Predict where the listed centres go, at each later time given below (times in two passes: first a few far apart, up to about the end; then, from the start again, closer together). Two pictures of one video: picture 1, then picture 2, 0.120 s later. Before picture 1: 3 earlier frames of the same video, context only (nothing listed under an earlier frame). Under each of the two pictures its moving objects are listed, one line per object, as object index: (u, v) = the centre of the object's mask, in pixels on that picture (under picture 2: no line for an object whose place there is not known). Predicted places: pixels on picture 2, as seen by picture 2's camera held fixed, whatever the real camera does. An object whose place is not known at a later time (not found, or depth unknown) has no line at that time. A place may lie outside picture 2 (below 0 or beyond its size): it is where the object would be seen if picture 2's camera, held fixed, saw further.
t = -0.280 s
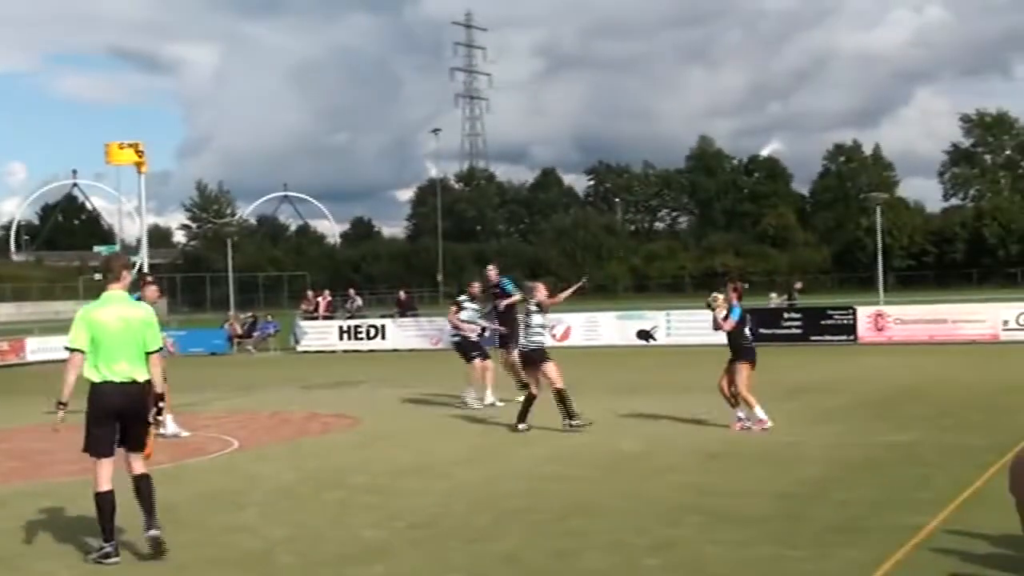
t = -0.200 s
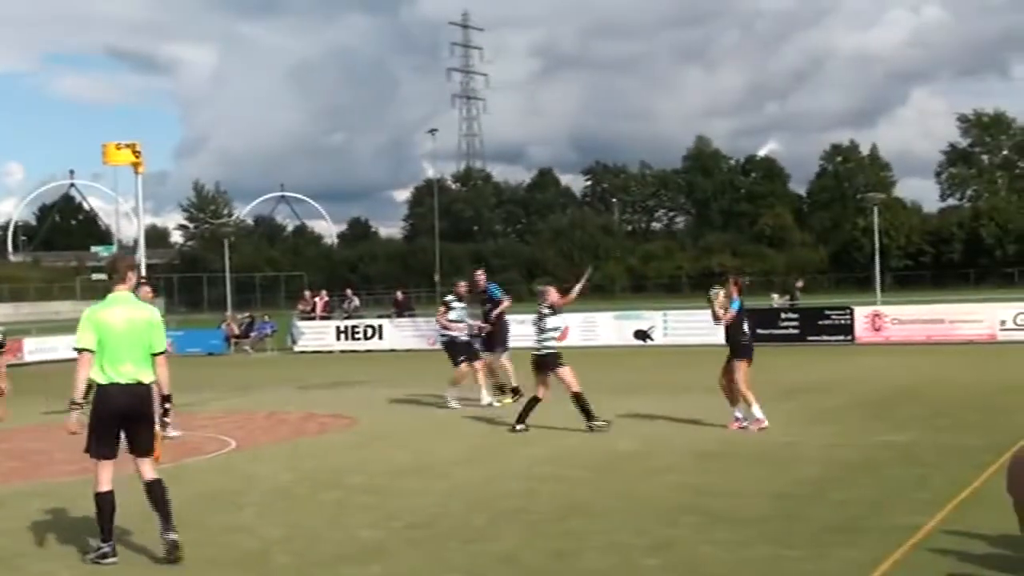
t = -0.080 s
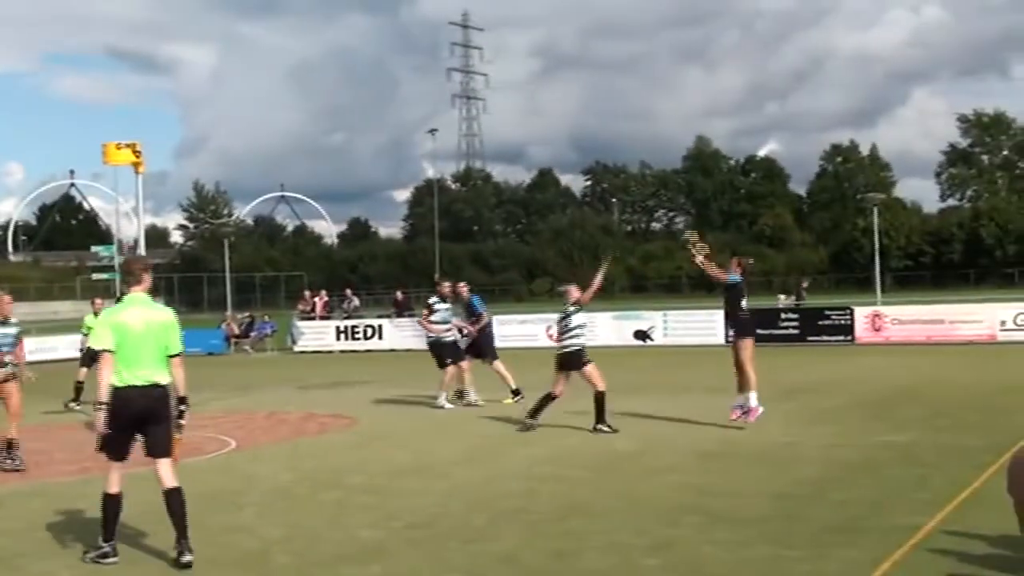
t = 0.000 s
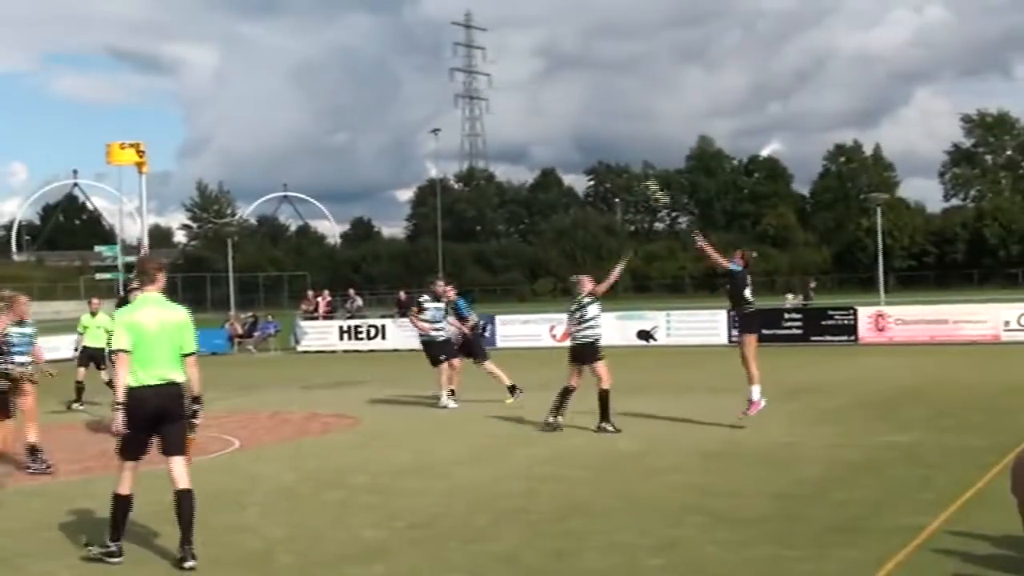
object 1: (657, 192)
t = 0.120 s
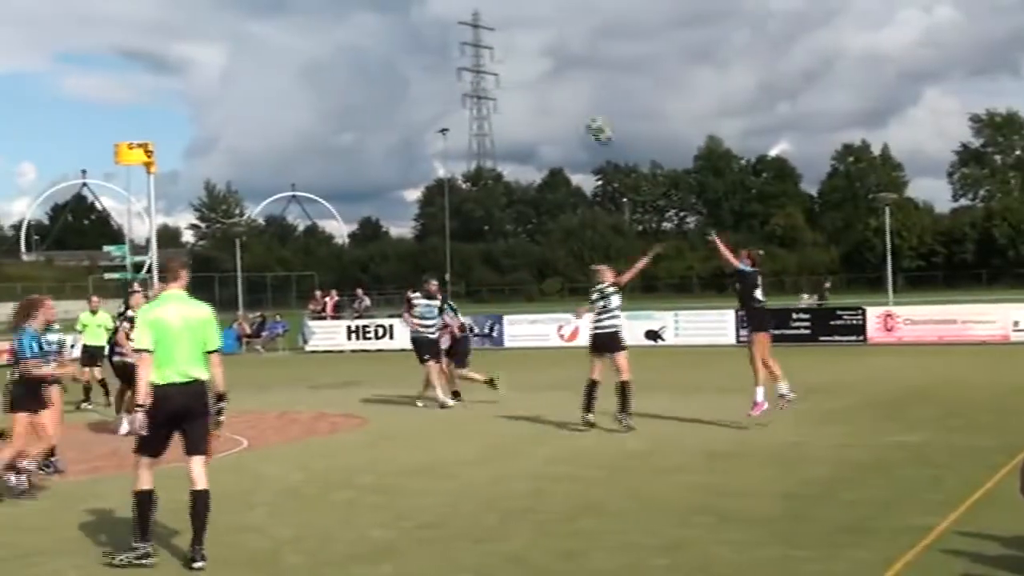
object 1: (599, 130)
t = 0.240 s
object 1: (538, 84)
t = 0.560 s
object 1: (388, 16)
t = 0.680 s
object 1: (335, 13)
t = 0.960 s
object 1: (217, 58)
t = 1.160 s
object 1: (138, 128)
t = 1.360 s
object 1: (130, 176)
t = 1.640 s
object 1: (143, 255)
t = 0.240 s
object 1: (538, 84)
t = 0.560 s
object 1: (388, 16)
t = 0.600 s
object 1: (370, 13)
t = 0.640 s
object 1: (352, 13)
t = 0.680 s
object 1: (335, 13)
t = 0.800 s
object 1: (283, 26)
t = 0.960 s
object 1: (217, 58)
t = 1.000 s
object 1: (200, 71)
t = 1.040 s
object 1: (183, 82)
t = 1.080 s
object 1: (169, 96)
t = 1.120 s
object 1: (154, 110)
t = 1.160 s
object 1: (138, 128)
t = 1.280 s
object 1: (124, 167)
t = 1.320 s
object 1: (127, 170)
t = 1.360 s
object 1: (130, 176)
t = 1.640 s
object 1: (143, 255)
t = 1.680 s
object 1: (142, 267)
